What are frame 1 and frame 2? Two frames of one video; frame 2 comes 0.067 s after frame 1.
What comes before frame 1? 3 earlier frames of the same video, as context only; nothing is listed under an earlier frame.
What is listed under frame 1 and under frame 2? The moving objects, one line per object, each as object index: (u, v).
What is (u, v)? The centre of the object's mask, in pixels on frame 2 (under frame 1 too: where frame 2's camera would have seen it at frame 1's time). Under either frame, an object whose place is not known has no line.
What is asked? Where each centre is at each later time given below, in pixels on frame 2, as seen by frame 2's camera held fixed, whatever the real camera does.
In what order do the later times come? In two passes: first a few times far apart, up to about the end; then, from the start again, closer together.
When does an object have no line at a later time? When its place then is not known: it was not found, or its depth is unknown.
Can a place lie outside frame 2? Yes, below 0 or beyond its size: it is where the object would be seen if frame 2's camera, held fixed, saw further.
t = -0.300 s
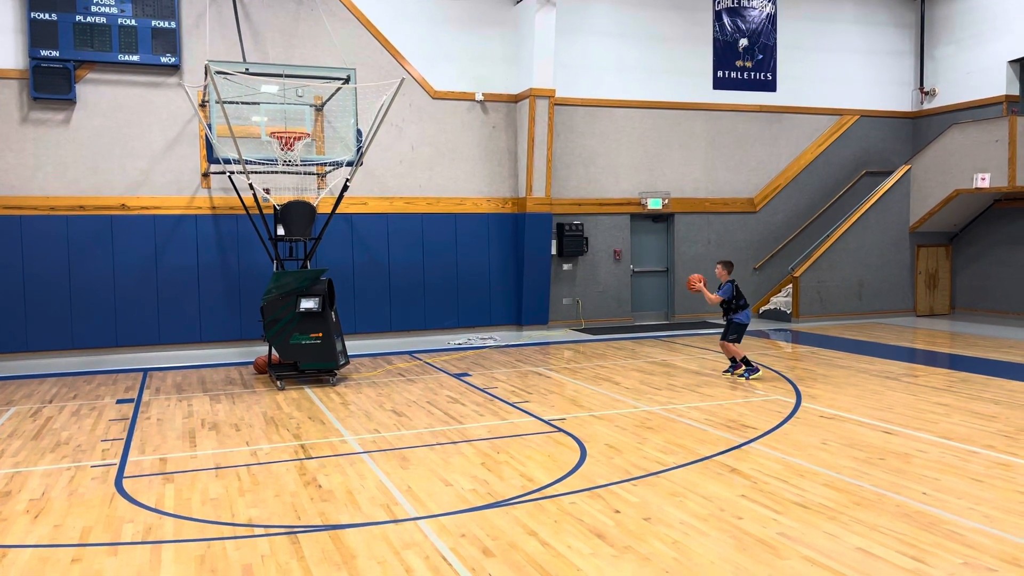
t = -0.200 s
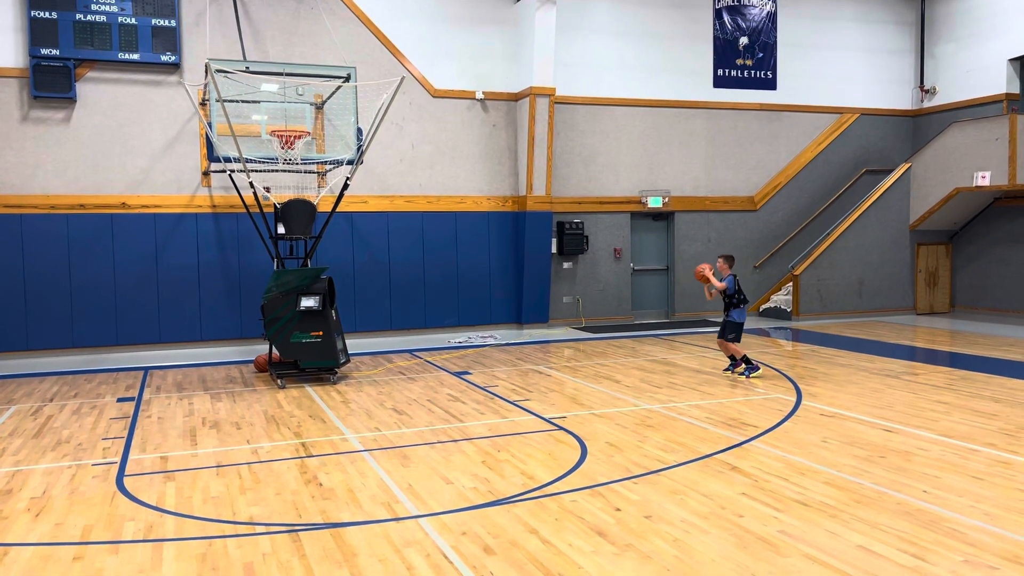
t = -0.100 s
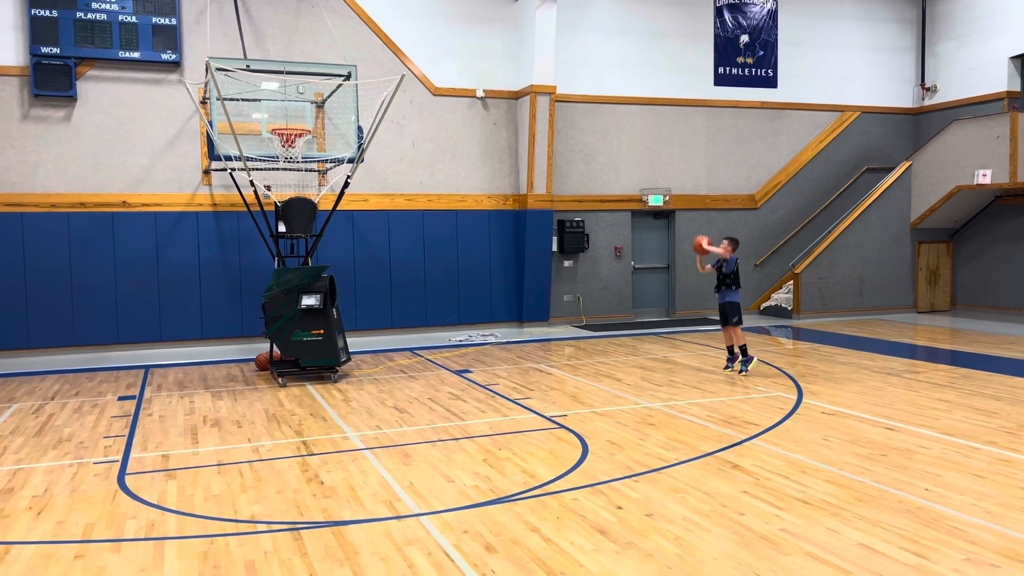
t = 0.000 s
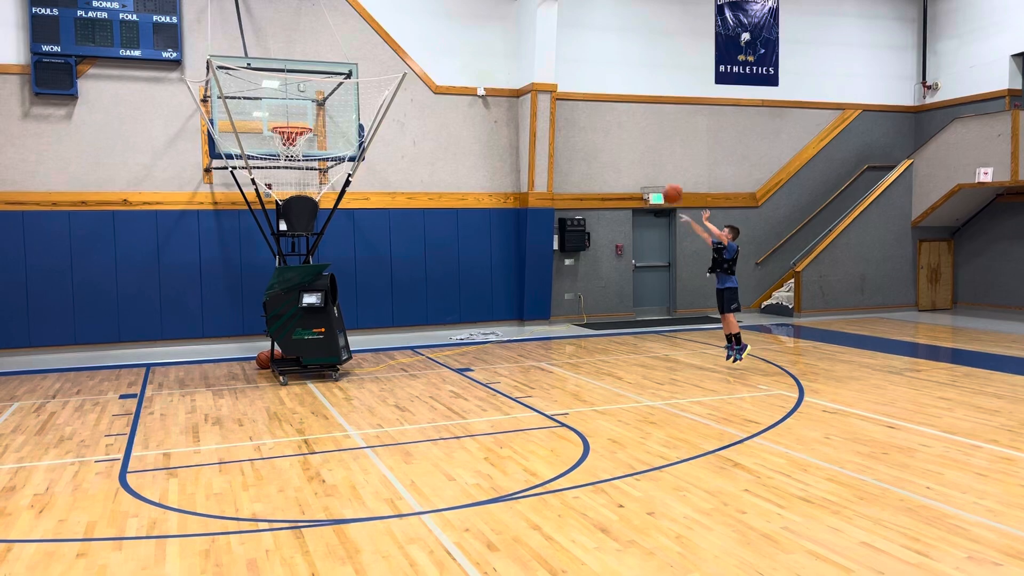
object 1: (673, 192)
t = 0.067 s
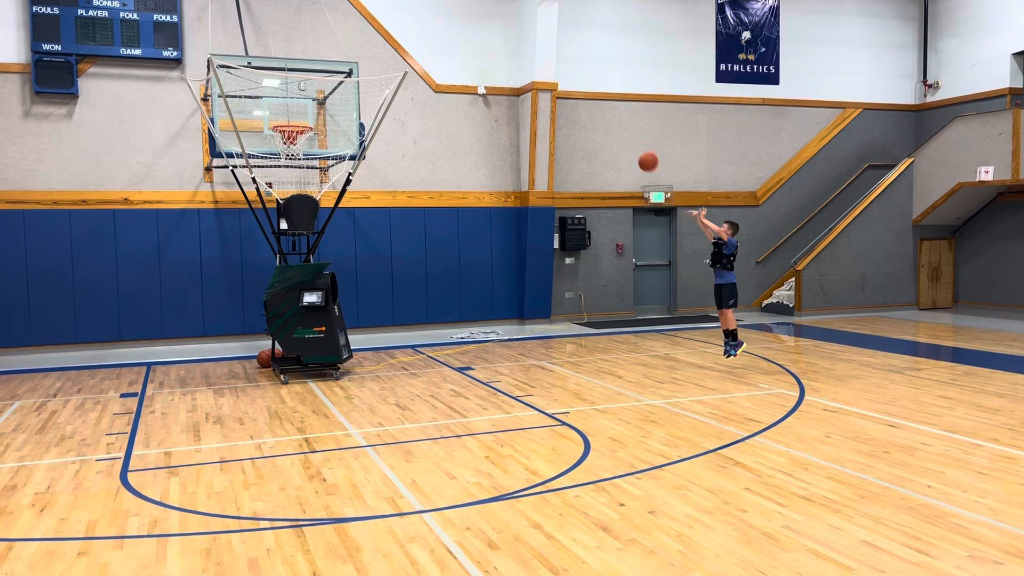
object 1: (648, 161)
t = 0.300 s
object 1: (561, 80)
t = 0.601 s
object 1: (451, 41)
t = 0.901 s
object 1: (348, 77)
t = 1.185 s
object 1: (272, 116)
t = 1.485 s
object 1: (245, 98)
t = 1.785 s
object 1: (229, 142)
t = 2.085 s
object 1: (271, 154)
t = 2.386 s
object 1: (330, 197)
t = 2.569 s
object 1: (312, 177)
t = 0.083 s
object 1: (642, 154)
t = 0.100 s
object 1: (636, 147)
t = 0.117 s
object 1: (629, 140)
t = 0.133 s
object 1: (623, 134)
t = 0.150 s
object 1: (617, 128)
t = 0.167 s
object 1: (611, 121)
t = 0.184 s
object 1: (604, 115)
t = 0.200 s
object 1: (598, 110)
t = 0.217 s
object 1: (592, 105)
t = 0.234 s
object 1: (586, 99)
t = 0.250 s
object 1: (580, 94)
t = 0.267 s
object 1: (574, 89)
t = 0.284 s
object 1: (567, 85)
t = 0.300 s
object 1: (561, 80)
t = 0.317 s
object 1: (555, 76)
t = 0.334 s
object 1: (549, 72)
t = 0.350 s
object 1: (542, 68)
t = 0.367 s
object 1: (536, 65)
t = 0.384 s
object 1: (530, 62)
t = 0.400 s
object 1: (524, 59)
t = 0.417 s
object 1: (518, 56)
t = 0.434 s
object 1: (511, 53)
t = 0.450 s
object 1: (506, 51)
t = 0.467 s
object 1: (500, 49)
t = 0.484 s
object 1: (493, 47)
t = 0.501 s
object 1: (487, 46)
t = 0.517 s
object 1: (481, 45)
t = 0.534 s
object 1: (475, 43)
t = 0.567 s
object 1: (463, 42)
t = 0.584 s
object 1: (457, 42)
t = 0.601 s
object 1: (451, 41)
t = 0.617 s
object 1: (445, 41)
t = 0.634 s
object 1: (439, 42)
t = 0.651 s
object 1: (434, 42)
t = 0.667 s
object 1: (428, 43)
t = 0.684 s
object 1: (422, 44)
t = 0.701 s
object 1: (416, 45)
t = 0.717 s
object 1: (410, 47)
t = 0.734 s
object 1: (404, 49)
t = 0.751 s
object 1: (398, 51)
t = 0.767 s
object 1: (392, 52)
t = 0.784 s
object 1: (387, 55)
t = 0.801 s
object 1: (381, 57)
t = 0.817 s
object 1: (375, 60)
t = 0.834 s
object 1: (370, 63)
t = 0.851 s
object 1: (364, 66)
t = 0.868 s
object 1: (359, 69)
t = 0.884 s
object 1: (353, 72)
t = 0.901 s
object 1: (348, 77)
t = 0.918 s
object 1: (342, 81)
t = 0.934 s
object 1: (336, 87)
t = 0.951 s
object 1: (330, 91)
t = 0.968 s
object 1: (325, 95)
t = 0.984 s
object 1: (320, 100)
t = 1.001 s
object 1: (313, 105)
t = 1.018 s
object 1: (308, 110)
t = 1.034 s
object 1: (303, 116)
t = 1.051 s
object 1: (299, 117)
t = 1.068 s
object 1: (295, 117)
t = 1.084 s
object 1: (292, 117)
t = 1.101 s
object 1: (288, 116)
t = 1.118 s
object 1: (285, 116)
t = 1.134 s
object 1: (282, 116)
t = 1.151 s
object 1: (278, 118)
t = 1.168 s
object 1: (275, 117)
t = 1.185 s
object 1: (272, 116)
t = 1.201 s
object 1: (270, 113)
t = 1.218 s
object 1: (267, 111)
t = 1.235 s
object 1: (265, 110)
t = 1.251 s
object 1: (263, 108)
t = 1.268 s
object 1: (261, 107)
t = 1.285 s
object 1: (258, 105)
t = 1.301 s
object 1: (256, 104)
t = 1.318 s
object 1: (254, 103)
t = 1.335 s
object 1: (253, 102)
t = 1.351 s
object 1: (252, 101)
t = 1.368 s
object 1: (251, 100)
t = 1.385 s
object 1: (250, 99)
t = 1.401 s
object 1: (249, 98)
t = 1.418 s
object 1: (248, 98)
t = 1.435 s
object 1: (248, 98)
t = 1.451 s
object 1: (246, 98)
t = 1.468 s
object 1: (246, 98)
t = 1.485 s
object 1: (245, 98)
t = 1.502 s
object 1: (244, 98)
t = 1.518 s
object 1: (243, 99)
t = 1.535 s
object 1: (242, 100)
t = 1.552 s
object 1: (241, 102)
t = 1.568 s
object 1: (240, 103)
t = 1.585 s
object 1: (239, 105)
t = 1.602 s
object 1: (239, 108)
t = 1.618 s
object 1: (239, 110)
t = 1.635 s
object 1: (237, 112)
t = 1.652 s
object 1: (237, 115)
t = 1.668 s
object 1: (236, 117)
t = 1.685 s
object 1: (234, 121)
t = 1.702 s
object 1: (232, 124)
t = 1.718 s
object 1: (232, 129)
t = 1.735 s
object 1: (232, 132)
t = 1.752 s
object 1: (231, 136)
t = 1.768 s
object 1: (229, 140)
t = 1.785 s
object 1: (229, 142)
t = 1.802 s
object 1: (228, 145)
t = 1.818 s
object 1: (228, 147)
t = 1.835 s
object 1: (228, 148)
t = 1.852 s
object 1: (227, 149)
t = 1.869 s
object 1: (228, 149)
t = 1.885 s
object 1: (229, 150)
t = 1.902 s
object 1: (231, 150)
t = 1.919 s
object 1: (233, 150)
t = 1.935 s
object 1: (234, 151)
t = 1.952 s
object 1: (240, 151)
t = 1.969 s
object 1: (245, 151)
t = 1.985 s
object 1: (249, 150)
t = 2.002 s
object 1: (253, 151)
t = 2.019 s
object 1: (255, 151)
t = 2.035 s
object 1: (259, 152)
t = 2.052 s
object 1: (263, 152)
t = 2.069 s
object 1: (267, 153)
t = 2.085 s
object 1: (271, 154)
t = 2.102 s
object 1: (274, 155)
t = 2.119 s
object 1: (278, 156)
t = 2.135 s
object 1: (282, 158)
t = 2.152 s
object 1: (286, 160)
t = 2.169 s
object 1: (289, 162)
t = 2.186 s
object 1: (293, 165)
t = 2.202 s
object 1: (296, 167)
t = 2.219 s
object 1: (300, 170)
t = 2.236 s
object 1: (304, 173)
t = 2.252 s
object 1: (308, 176)
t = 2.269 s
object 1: (310, 180)
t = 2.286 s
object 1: (315, 183)
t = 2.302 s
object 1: (318, 186)
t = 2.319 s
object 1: (322, 190)
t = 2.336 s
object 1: (326, 193)
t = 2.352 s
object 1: (329, 196)
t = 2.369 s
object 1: (329, 197)
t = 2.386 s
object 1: (330, 197)
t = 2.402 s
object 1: (331, 197)
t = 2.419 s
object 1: (331, 196)
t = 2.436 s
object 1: (330, 194)
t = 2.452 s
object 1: (329, 192)
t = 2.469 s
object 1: (327, 190)
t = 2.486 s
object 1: (324, 187)
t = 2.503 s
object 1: (322, 185)
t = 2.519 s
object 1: (319, 182)
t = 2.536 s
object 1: (317, 180)
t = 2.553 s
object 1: (315, 178)
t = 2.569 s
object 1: (312, 177)
